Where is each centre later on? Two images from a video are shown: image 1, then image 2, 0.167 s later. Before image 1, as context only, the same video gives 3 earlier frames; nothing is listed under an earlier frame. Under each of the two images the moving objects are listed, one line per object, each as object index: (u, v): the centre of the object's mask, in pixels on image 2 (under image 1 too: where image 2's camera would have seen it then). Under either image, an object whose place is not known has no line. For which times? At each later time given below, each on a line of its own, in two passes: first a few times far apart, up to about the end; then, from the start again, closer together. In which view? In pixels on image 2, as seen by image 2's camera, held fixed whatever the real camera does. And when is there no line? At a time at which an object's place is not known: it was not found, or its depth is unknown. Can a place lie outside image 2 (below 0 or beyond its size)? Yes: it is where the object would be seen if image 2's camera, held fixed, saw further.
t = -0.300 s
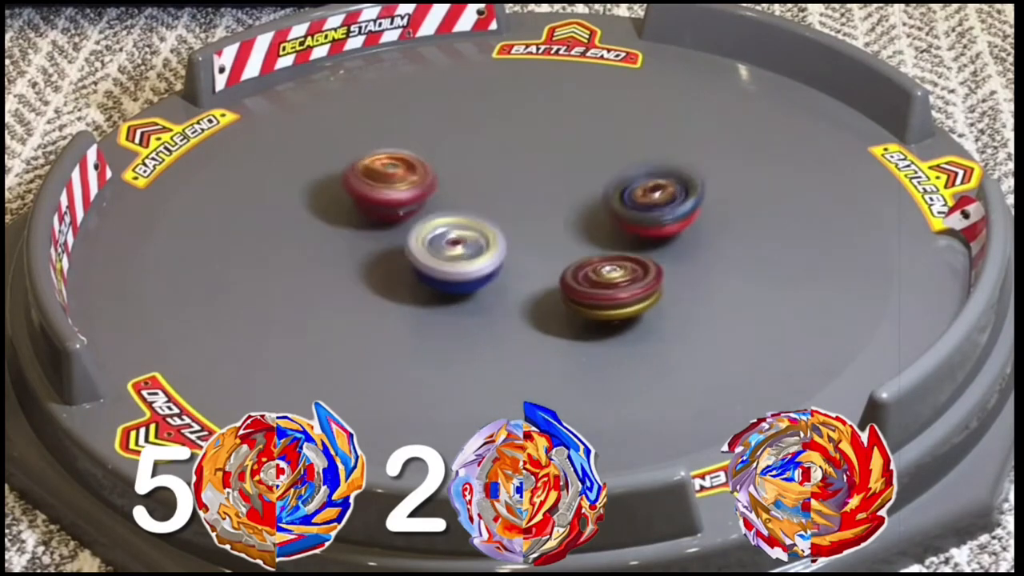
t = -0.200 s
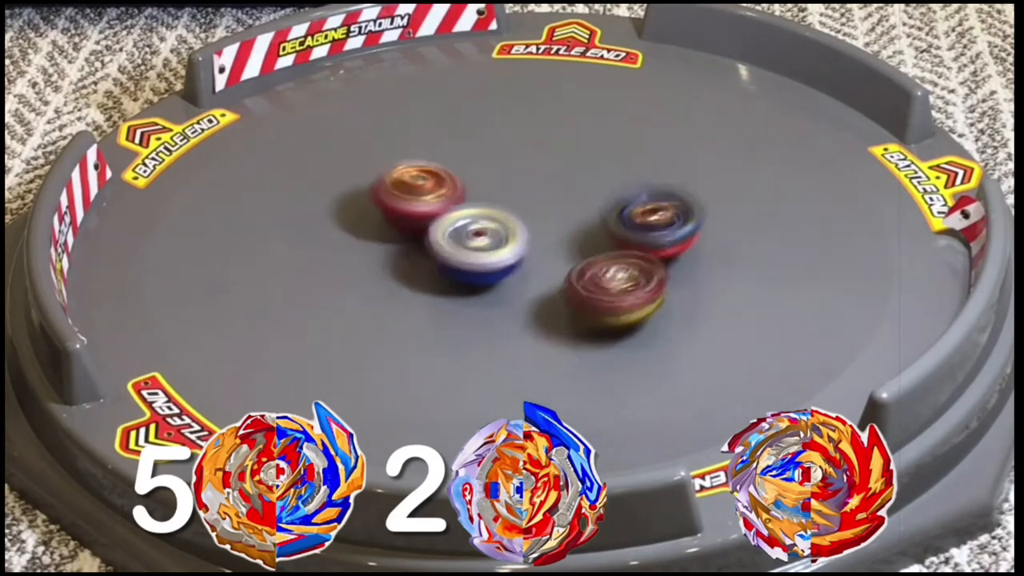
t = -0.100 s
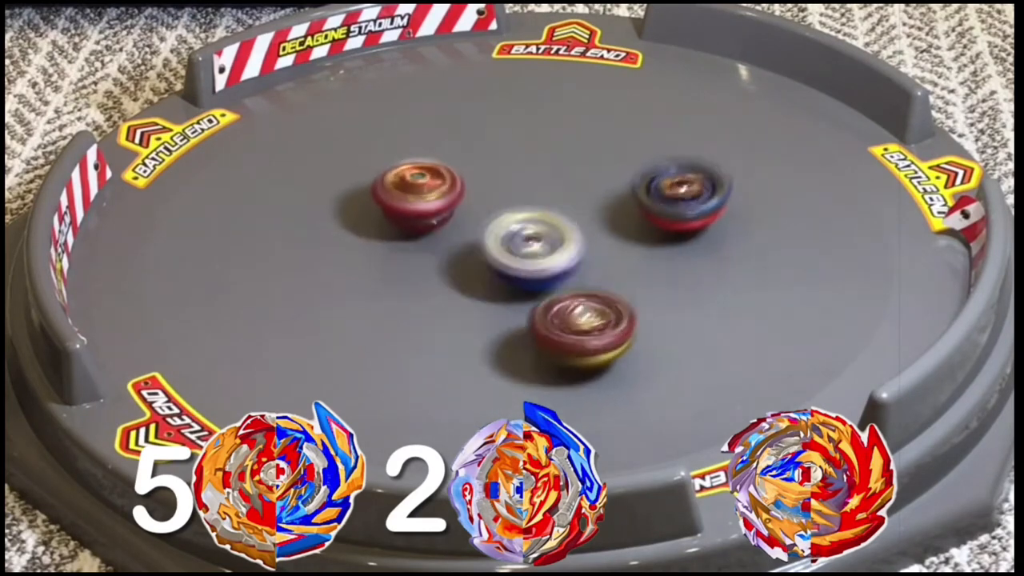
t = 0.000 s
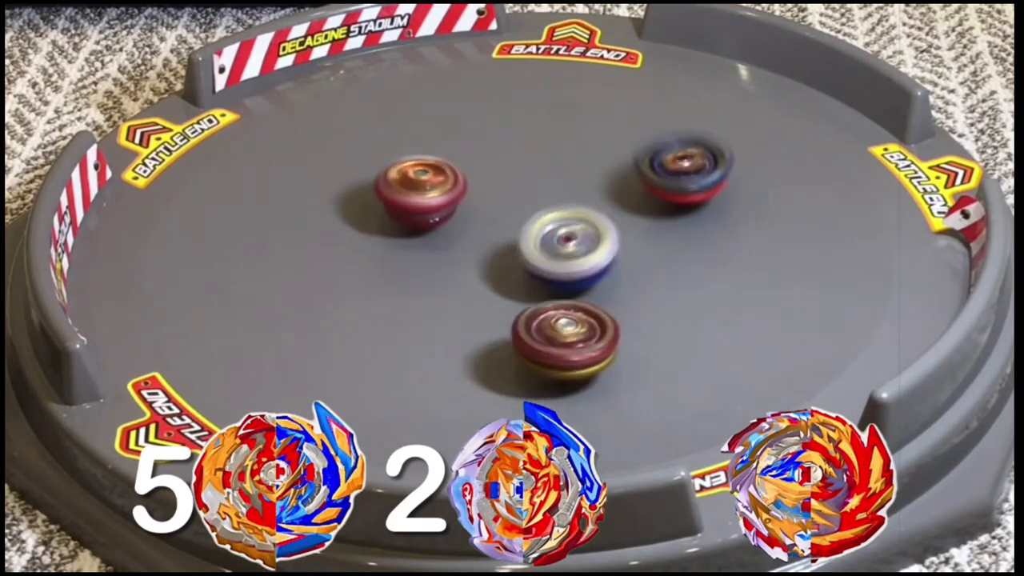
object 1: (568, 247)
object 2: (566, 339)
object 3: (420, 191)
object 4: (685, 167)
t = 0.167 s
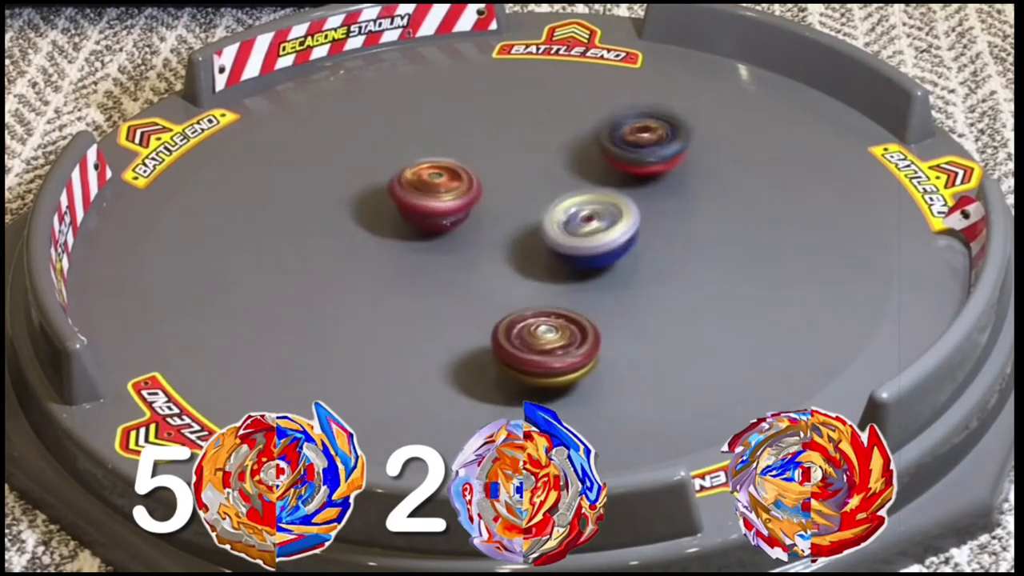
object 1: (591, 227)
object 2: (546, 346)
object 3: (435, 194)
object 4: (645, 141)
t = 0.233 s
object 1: (605, 221)
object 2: (538, 348)
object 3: (444, 198)
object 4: (617, 139)
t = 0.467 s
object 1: (608, 225)
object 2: (511, 350)
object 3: (491, 229)
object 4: (531, 166)
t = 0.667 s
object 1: (581, 242)
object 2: (543, 379)
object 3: (348, 335)
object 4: (527, 105)
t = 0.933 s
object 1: (531, 260)
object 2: (560, 386)
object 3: (204, 295)
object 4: (457, 102)
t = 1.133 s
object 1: (503, 267)
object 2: (567, 377)
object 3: (432, 225)
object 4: (455, 158)
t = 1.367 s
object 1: (488, 306)
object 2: (584, 367)
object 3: (648, 176)
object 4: (468, 103)
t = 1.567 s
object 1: (448, 302)
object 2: (586, 357)
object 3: (826, 119)
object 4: (444, 86)
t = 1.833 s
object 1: (428, 286)
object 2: (552, 330)
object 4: (463, 142)
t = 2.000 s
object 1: (430, 268)
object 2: (504, 318)
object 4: (525, 180)
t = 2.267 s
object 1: (270, 293)
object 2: (382, 321)
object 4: (643, 73)
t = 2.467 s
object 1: (204, 291)
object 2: (333, 318)
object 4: (671, 51)
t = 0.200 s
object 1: (599, 223)
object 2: (542, 348)
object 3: (440, 196)
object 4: (631, 139)
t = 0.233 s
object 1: (605, 221)
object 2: (538, 348)
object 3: (444, 198)
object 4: (617, 139)
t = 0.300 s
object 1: (610, 219)
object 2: (530, 350)
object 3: (456, 205)
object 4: (588, 142)
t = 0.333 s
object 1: (611, 219)
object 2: (526, 350)
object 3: (462, 208)
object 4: (575, 148)
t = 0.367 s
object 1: (612, 219)
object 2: (522, 350)
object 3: (469, 212)
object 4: (561, 153)
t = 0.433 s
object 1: (610, 223)
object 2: (515, 350)
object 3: (486, 221)
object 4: (537, 164)
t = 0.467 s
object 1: (608, 225)
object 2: (511, 350)
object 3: (491, 229)
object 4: (531, 166)
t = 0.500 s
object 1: (606, 227)
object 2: (508, 350)
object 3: (480, 260)
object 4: (536, 153)
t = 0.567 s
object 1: (599, 233)
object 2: (516, 358)
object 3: (446, 303)
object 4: (538, 129)
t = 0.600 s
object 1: (594, 236)
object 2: (528, 370)
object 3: (417, 314)
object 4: (536, 120)
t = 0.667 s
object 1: (581, 242)
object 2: (543, 379)
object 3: (348, 335)
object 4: (527, 105)
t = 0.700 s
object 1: (575, 244)
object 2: (546, 381)
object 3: (305, 342)
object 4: (522, 99)
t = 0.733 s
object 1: (568, 248)
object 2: (547, 383)
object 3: (261, 343)
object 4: (515, 94)
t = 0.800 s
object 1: (555, 253)
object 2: (551, 385)
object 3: (179, 331)
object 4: (495, 90)
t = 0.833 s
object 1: (548, 255)
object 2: (553, 386)
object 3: (140, 329)
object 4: (484, 89)
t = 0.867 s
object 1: (542, 256)
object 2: (556, 386)
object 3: (145, 310)
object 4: (474, 92)
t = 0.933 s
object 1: (531, 260)
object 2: (560, 386)
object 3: (204, 295)
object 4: (457, 102)
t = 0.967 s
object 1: (525, 263)
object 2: (562, 385)
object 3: (237, 283)
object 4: (451, 108)
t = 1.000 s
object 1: (520, 264)
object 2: (564, 384)
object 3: (275, 271)
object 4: (448, 118)
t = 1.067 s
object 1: (511, 265)
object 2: (566, 381)
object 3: (355, 247)
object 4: (447, 139)
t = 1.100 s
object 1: (507, 267)
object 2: (567, 379)
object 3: (395, 236)
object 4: (449, 149)
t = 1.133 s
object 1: (503, 267)
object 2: (567, 377)
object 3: (432, 225)
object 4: (455, 158)
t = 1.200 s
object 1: (505, 279)
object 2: (566, 371)
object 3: (499, 212)
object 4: (467, 153)
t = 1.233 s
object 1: (510, 290)
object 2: (566, 369)
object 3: (533, 208)
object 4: (470, 140)
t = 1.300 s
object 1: (509, 306)
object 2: (563, 361)
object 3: (593, 195)
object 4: (471, 120)
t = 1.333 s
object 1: (499, 307)
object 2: (572, 364)
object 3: (623, 186)
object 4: (470, 111)
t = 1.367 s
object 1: (488, 306)
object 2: (584, 367)
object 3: (648, 176)
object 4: (468, 103)
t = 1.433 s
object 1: (472, 306)
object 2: (592, 365)
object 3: (704, 153)
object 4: (462, 92)
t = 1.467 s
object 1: (465, 306)
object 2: (591, 363)
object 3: (734, 141)
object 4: (459, 88)
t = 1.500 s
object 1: (459, 305)
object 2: (590, 361)
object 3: (765, 132)
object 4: (454, 85)
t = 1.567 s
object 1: (448, 302)
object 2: (586, 357)
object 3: (826, 119)
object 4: (444, 86)
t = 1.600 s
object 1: (444, 301)
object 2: (584, 354)
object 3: (855, 114)
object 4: (440, 89)
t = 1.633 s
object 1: (440, 300)
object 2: (580, 352)
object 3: (860, 110)
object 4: (437, 94)
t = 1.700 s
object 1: (435, 296)
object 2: (573, 345)
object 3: (825, 144)
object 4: (438, 107)
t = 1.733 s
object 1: (432, 293)
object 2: (569, 342)
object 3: (803, 160)
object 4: (441, 115)
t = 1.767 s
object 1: (431, 291)
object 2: (564, 339)
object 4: (447, 124)
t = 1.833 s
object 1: (428, 286)
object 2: (552, 330)
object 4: (463, 142)
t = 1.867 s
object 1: (427, 282)
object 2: (546, 326)
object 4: (473, 151)
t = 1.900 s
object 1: (428, 280)
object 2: (538, 321)
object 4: (486, 159)
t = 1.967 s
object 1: (429, 272)
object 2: (523, 312)
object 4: (511, 173)
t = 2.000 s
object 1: (430, 268)
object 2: (504, 318)
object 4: (525, 180)
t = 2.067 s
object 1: (406, 268)
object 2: (470, 326)
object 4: (560, 172)
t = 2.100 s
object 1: (367, 277)
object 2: (455, 326)
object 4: (583, 151)
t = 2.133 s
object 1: (335, 282)
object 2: (439, 325)
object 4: (602, 129)
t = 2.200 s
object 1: (296, 290)
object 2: (409, 323)
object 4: (628, 98)
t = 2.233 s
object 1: (283, 292)
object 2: (395, 322)
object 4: (637, 85)
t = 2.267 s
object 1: (270, 293)
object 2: (382, 321)
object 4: (643, 73)
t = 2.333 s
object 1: (245, 293)
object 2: (362, 321)
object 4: (653, 50)
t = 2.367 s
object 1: (235, 294)
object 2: (353, 320)
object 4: (662, 42)
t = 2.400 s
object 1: (224, 293)
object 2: (345, 320)
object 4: (671, 35)
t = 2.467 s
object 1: (204, 291)
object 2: (333, 318)
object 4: (671, 51)
